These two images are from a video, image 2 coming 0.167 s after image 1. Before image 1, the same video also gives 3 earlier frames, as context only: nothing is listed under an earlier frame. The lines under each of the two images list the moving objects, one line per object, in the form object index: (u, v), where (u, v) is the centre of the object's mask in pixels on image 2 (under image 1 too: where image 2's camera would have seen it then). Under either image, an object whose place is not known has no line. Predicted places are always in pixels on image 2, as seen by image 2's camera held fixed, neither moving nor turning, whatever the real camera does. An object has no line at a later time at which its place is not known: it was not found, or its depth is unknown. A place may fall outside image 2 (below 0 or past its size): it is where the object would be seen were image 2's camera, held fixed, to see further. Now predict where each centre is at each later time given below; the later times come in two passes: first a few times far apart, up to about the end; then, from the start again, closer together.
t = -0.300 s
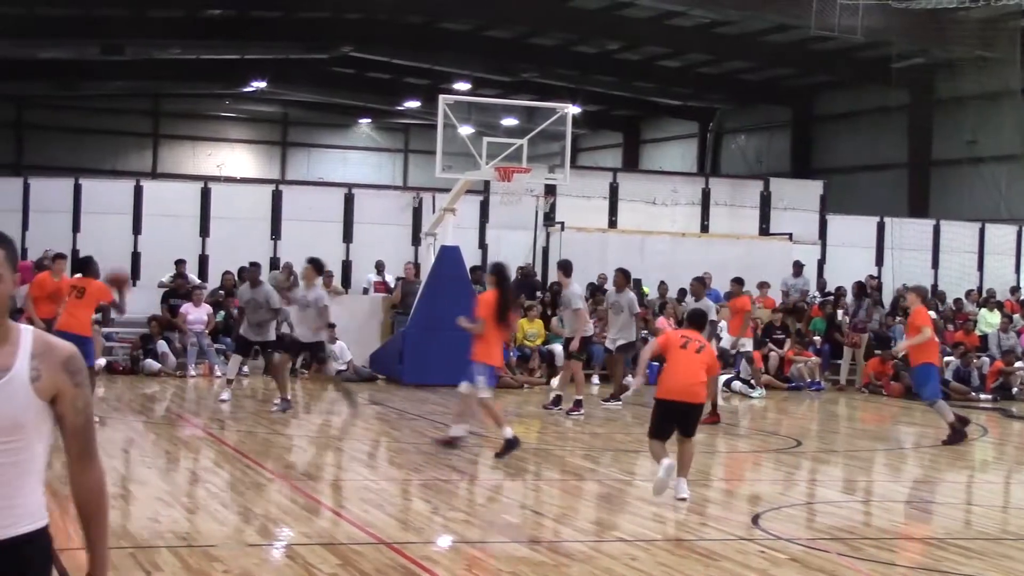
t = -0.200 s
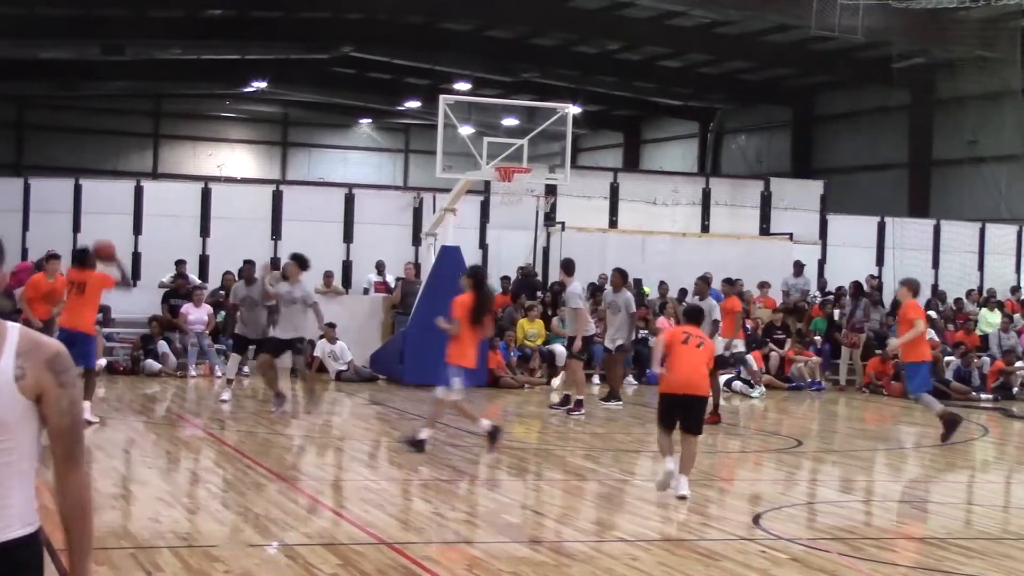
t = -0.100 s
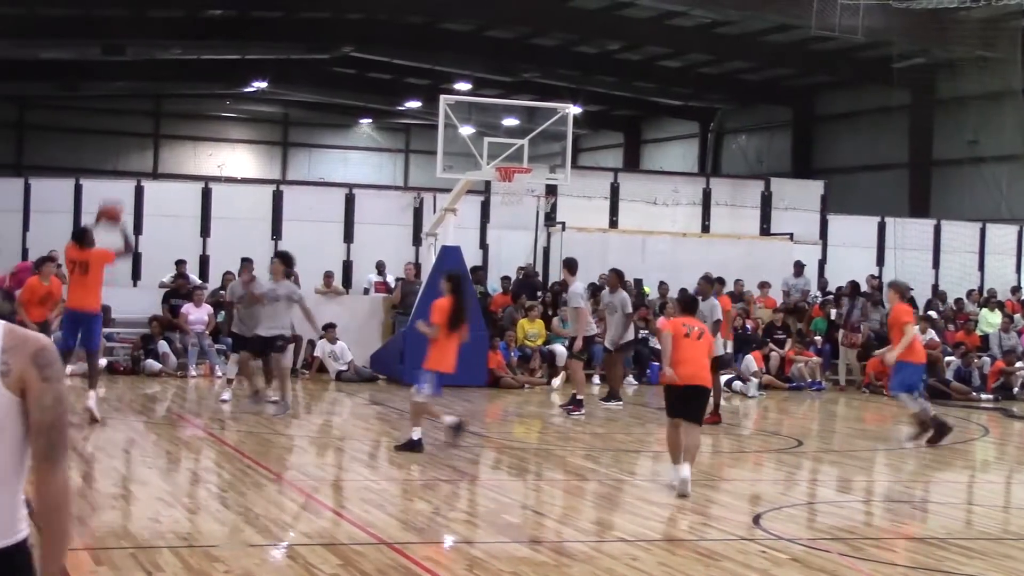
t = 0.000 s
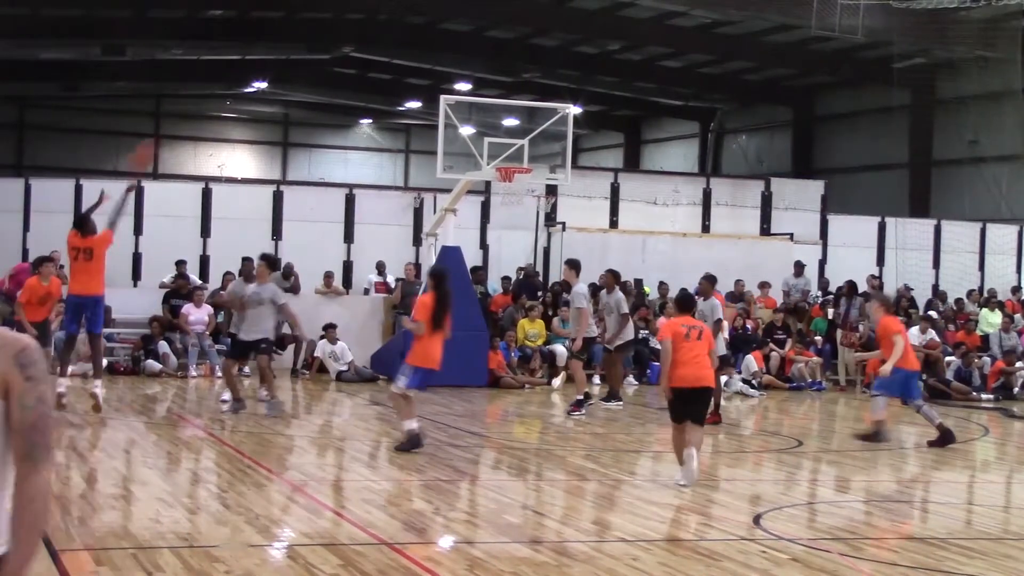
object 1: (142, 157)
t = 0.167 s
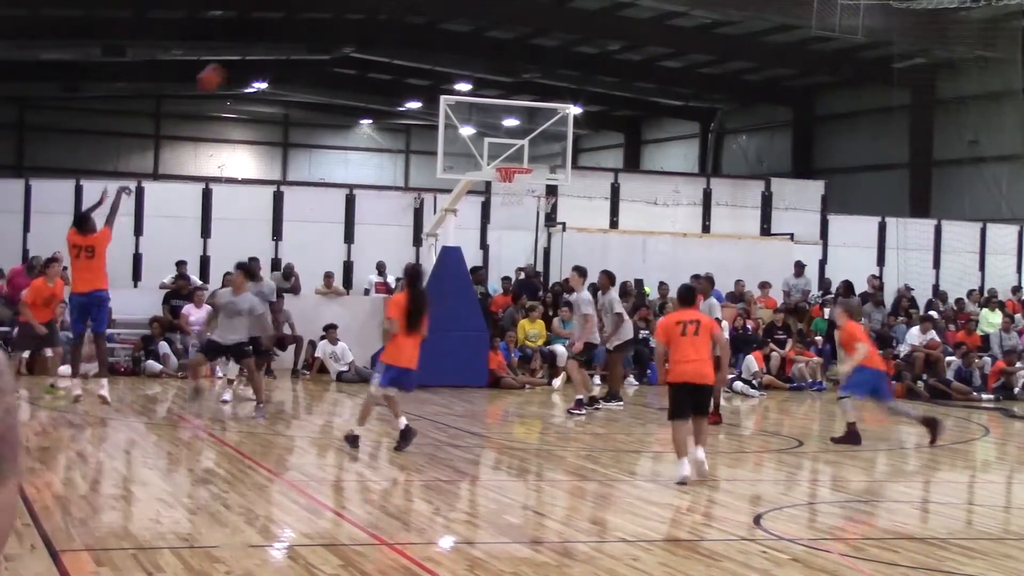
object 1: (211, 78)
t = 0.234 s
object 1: (237, 54)
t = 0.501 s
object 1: (328, 8)
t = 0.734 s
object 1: (398, 15)
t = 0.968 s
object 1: (459, 65)
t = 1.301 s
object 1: (513, 165)
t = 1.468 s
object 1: (517, 185)
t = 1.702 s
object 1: (513, 185)
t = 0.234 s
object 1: (237, 54)
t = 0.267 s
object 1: (249, 44)
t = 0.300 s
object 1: (260, 37)
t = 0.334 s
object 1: (272, 29)
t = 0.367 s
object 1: (283, 22)
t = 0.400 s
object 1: (295, 17)
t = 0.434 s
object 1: (306, 13)
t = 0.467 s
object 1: (318, 10)
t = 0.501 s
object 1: (328, 8)
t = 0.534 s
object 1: (339, 7)
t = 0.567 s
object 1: (350, 7)
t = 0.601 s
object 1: (360, 7)
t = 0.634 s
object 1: (370, 7)
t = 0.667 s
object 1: (379, 9)
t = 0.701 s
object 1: (389, 11)
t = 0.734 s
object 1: (398, 15)
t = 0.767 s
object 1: (408, 20)
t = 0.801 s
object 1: (416, 25)
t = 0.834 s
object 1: (426, 32)
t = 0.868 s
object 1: (434, 39)
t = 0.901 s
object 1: (443, 47)
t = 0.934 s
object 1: (452, 56)
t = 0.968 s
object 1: (459, 65)
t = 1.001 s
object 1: (469, 74)
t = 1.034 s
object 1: (477, 85)
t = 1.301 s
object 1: (513, 165)
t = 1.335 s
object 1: (513, 165)
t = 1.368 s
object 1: (517, 175)
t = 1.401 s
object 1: (519, 180)
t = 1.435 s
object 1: (517, 185)
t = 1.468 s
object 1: (517, 185)
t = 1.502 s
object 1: (517, 184)
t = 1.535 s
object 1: (517, 183)
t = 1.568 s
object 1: (516, 183)
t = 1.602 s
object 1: (515, 182)
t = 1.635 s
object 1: (515, 182)
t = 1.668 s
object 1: (514, 184)
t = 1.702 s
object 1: (513, 185)
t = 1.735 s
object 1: (513, 187)
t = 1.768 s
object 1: (512, 190)
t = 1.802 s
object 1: (512, 195)
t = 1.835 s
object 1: (511, 200)
